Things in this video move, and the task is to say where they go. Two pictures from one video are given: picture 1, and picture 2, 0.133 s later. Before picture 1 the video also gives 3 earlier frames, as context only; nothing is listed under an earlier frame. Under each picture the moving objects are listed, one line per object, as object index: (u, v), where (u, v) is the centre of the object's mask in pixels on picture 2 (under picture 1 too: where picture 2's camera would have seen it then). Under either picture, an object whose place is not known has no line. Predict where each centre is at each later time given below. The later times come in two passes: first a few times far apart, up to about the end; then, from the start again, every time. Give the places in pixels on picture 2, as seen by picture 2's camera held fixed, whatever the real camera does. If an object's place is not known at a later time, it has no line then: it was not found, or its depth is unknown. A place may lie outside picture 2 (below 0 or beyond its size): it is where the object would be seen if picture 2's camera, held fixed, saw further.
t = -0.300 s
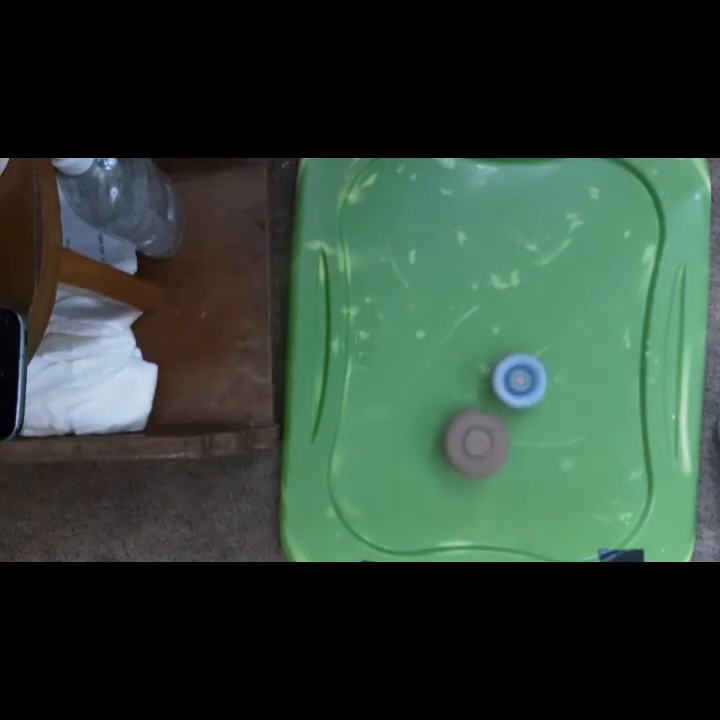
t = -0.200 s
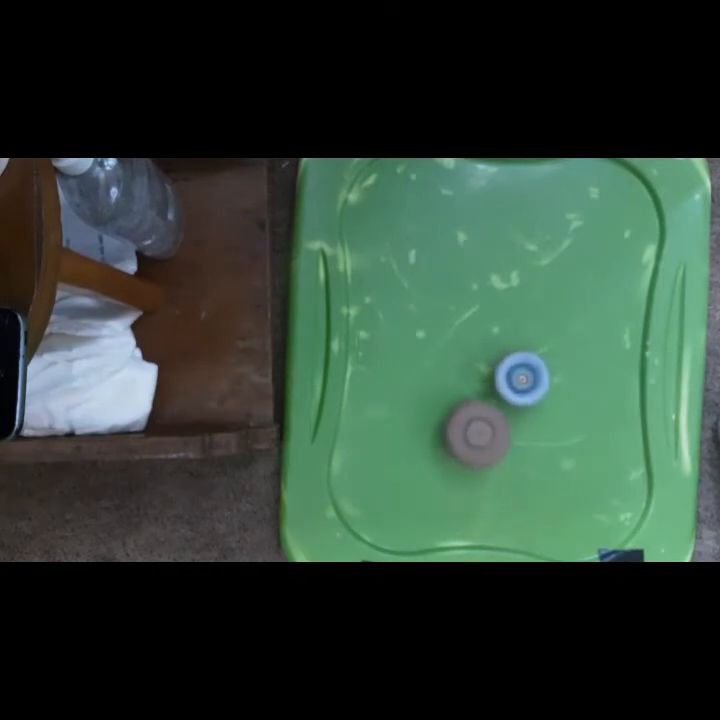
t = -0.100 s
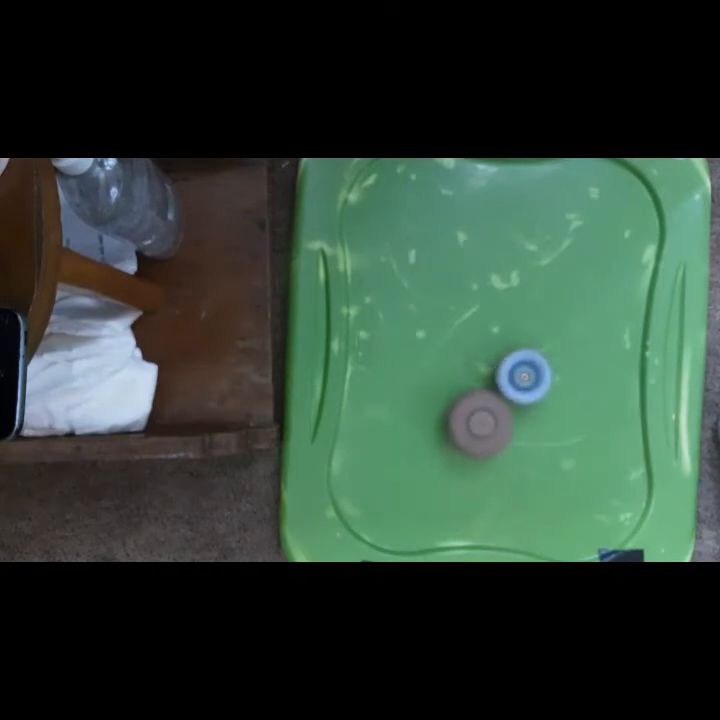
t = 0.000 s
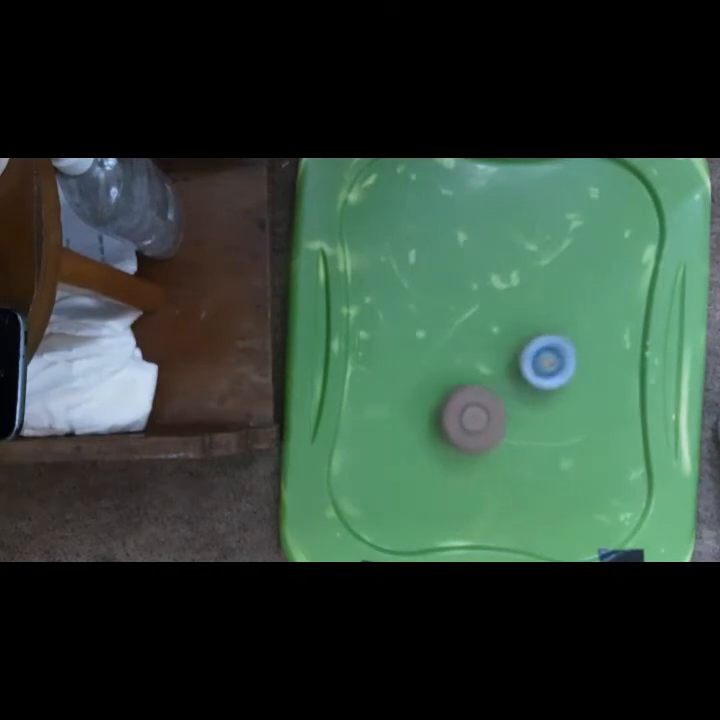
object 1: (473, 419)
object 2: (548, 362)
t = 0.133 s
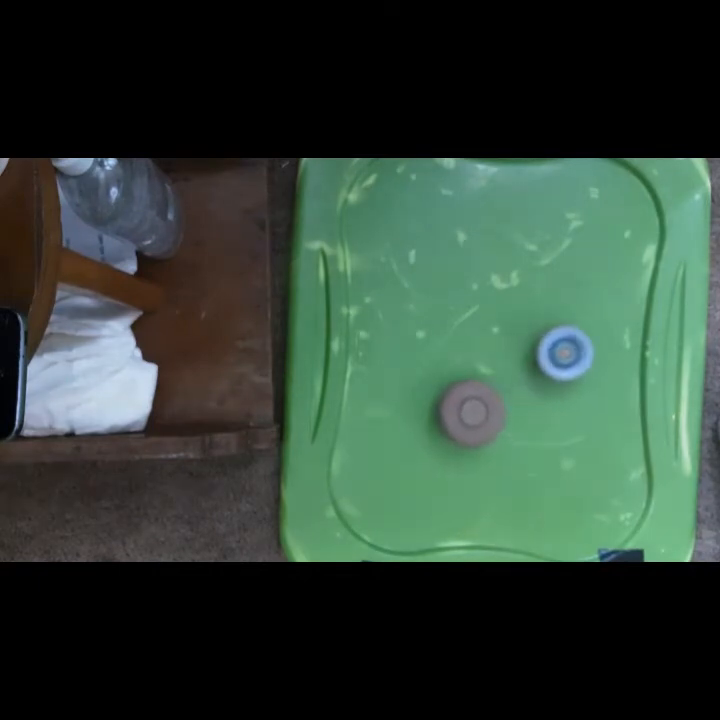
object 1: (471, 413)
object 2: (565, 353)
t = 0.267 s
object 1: (473, 405)
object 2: (575, 346)
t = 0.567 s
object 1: (483, 387)
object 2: (587, 337)
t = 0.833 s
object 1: (496, 371)
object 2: (579, 351)
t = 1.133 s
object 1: (503, 355)
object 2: (597, 377)
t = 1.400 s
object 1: (511, 344)
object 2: (608, 395)
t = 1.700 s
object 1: (524, 340)
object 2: (589, 418)
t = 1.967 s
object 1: (539, 343)
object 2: (549, 423)
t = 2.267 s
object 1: (552, 350)
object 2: (496, 402)
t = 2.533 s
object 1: (558, 363)
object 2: (467, 373)
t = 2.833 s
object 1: (558, 377)
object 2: (460, 347)
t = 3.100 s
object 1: (550, 388)
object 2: (479, 330)
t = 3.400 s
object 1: (536, 399)
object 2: (519, 335)
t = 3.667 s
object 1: (520, 410)
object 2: (562, 341)
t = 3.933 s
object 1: (506, 417)
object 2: (588, 360)
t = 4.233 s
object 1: (494, 415)
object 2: (581, 382)
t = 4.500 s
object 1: (482, 404)
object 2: (559, 404)
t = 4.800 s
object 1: (474, 387)
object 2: (563, 419)
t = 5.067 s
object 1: (478, 371)
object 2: (549, 421)
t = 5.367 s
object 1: (491, 346)
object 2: (541, 410)
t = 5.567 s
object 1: (496, 321)
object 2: (554, 460)
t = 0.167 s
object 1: (471, 410)
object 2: (568, 351)
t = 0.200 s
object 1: (471, 409)
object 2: (571, 350)
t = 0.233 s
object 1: (472, 407)
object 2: (573, 348)
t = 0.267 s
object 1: (473, 405)
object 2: (575, 346)
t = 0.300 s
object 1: (473, 403)
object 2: (577, 345)
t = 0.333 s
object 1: (474, 401)
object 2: (578, 343)
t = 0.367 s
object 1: (475, 399)
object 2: (580, 340)
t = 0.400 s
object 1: (476, 397)
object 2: (581, 339)
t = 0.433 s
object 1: (477, 394)
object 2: (583, 338)
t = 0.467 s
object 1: (478, 393)
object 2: (584, 337)
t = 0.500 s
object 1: (480, 391)
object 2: (586, 337)
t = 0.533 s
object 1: (481, 389)
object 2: (586, 337)
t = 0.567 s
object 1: (483, 387)
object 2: (587, 337)
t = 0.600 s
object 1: (485, 385)
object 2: (587, 338)
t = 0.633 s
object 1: (487, 383)
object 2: (587, 339)
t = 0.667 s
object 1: (488, 382)
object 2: (587, 341)
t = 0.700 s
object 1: (490, 380)
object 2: (586, 343)
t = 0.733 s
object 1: (491, 378)
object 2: (584, 345)
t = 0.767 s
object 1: (493, 377)
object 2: (582, 347)
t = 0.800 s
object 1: (494, 374)
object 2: (581, 349)
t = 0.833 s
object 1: (496, 371)
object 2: (579, 351)
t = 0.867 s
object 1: (497, 370)
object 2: (577, 353)
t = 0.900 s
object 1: (499, 368)
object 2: (574, 355)
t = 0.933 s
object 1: (501, 367)
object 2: (572, 357)
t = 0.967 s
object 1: (503, 365)
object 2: (569, 360)
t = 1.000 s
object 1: (502, 363)
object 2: (575, 366)
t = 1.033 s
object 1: (501, 360)
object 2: (583, 369)
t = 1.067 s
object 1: (501, 358)
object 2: (590, 372)
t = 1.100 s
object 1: (502, 357)
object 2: (594, 375)
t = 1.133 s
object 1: (503, 355)
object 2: (597, 377)
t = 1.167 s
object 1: (504, 353)
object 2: (601, 379)
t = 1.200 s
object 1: (505, 352)
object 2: (603, 381)
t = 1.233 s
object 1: (506, 350)
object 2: (605, 383)
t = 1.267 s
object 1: (506, 349)
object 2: (606, 385)
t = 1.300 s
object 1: (507, 347)
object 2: (607, 387)
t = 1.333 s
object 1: (509, 346)
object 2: (608, 389)
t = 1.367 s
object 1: (510, 344)
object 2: (608, 392)
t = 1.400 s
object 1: (511, 344)
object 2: (608, 395)
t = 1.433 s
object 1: (512, 343)
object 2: (608, 397)
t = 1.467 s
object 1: (513, 343)
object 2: (606, 400)
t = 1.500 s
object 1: (515, 342)
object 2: (605, 403)
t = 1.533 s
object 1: (517, 342)
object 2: (603, 406)
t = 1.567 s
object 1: (518, 341)
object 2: (601, 409)
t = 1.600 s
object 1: (520, 341)
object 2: (598, 412)
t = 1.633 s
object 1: (521, 341)
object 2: (596, 414)
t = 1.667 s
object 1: (522, 340)
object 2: (592, 416)
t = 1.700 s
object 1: (524, 340)
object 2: (589, 418)
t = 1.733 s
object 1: (526, 341)
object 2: (585, 420)
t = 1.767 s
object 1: (528, 341)
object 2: (581, 422)
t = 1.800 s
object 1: (530, 342)
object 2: (577, 423)
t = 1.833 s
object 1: (532, 341)
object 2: (572, 423)
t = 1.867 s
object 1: (534, 342)
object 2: (566, 424)
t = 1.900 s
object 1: (536, 342)
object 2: (560, 424)
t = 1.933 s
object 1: (537, 342)
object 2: (554, 424)
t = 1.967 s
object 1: (539, 343)
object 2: (549, 423)
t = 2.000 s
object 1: (540, 344)
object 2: (543, 422)
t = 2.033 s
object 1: (542, 344)
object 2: (537, 421)
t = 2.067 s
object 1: (544, 345)
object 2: (530, 420)
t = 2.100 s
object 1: (546, 346)
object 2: (525, 418)
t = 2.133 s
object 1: (547, 346)
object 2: (519, 415)
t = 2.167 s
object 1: (548, 347)
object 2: (512, 412)
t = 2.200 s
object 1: (550, 348)
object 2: (506, 409)
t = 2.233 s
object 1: (551, 349)
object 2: (501, 406)
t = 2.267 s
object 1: (552, 350)
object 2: (496, 402)
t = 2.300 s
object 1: (553, 352)
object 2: (491, 399)
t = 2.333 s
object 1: (554, 353)
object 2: (486, 395)
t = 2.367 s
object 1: (555, 355)
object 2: (483, 392)
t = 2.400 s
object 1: (555, 357)
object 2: (479, 388)
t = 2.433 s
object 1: (556, 358)
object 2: (475, 384)
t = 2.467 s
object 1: (556, 360)
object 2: (471, 381)
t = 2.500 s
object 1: (557, 362)
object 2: (469, 378)
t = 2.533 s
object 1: (558, 363)
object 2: (467, 373)
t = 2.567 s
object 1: (558, 365)
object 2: (464, 370)
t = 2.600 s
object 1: (558, 366)
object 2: (462, 368)
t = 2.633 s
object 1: (559, 368)
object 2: (461, 364)
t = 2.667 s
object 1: (558, 369)
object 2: (460, 361)
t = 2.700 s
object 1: (558, 370)
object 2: (459, 358)
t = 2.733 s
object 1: (558, 372)
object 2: (459, 356)
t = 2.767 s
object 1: (558, 374)
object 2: (460, 352)
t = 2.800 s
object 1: (559, 374)
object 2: (459, 350)
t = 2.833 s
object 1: (558, 377)
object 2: (460, 347)
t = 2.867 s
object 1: (558, 378)
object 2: (462, 345)
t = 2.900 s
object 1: (557, 379)
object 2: (463, 342)
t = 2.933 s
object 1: (556, 380)
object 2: (465, 340)
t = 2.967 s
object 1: (555, 382)
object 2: (467, 338)
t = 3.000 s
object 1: (555, 384)
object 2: (469, 335)
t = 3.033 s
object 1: (553, 385)
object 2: (471, 334)
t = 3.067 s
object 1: (552, 386)
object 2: (475, 332)
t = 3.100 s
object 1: (550, 388)
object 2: (479, 330)
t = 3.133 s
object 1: (549, 389)
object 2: (482, 330)
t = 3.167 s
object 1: (547, 390)
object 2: (486, 329)
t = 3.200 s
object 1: (546, 391)
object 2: (491, 328)
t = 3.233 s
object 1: (545, 392)
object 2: (495, 329)
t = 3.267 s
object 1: (543, 394)
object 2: (499, 329)
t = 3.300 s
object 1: (541, 395)
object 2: (505, 329)
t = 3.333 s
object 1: (539, 396)
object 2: (508, 332)
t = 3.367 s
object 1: (537, 398)
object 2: (514, 334)
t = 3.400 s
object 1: (536, 399)
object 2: (519, 335)
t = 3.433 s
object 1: (534, 400)
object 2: (524, 338)
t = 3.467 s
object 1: (533, 401)
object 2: (529, 340)
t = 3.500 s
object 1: (530, 402)
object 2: (534, 340)
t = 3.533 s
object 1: (528, 404)
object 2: (541, 340)
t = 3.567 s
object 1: (525, 406)
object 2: (548, 339)
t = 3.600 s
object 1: (524, 407)
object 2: (552, 339)
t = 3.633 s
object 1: (522, 408)
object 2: (558, 341)
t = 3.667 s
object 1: (520, 410)
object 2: (562, 341)
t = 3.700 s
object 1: (517, 411)
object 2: (567, 343)
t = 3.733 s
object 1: (516, 412)
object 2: (572, 344)
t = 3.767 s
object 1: (514, 413)
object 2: (576, 347)
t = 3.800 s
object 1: (512, 414)
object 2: (581, 349)
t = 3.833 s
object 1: (510, 414)
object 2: (583, 352)
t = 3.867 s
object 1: (508, 415)
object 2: (587, 355)
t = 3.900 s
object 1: (507, 416)
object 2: (587, 356)
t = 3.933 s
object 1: (506, 417)
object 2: (588, 360)
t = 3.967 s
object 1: (504, 417)
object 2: (589, 359)
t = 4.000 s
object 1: (502, 417)
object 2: (589, 364)
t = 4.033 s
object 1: (501, 417)
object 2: (590, 365)
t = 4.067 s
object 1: (500, 417)
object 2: (588, 367)
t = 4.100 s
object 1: (499, 417)
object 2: (589, 370)
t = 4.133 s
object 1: (497, 417)
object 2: (586, 373)
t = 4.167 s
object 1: (495, 416)
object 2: (587, 375)
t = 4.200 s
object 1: (494, 416)
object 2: (583, 377)
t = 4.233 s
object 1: (494, 415)
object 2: (581, 382)
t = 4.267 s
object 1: (493, 415)
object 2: (576, 383)
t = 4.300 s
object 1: (492, 413)
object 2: (573, 387)
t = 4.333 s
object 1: (491, 413)
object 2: (567, 388)
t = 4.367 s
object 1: (491, 412)
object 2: (563, 392)
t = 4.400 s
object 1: (490, 410)
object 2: (558, 392)
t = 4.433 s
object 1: (490, 409)
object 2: (553, 395)
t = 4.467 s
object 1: (486, 406)
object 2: (556, 399)
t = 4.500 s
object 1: (482, 404)
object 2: (559, 404)
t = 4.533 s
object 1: (482, 403)
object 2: (560, 407)
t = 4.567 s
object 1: (480, 401)
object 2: (564, 408)
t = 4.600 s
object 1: (478, 398)
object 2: (564, 412)
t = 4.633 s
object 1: (477, 397)
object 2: (564, 412)
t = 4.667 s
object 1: (477, 395)
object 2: (565, 416)
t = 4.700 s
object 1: (475, 393)
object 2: (564, 416)
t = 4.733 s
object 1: (474, 390)
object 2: (565, 417)
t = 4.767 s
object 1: (474, 389)
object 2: (564, 419)
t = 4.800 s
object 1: (474, 387)
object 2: (563, 419)
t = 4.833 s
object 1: (474, 384)
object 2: (562, 422)
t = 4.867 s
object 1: (473, 382)
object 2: (560, 422)
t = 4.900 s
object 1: (474, 381)
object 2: (559, 423)
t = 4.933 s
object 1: (475, 379)
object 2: (556, 423)
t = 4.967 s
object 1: (475, 377)
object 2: (554, 423)
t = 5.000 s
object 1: (475, 375)
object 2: (553, 423)
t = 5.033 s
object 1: (477, 373)
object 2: (550, 422)
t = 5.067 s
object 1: (478, 371)
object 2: (549, 421)
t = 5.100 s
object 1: (479, 368)
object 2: (546, 420)
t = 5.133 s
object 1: (481, 367)
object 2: (545, 417)
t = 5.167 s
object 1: (482, 365)
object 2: (543, 417)
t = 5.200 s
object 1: (484, 363)
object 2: (542, 413)
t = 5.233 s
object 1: (485, 360)
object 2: (541, 410)
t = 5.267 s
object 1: (487, 359)
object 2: (539, 407)
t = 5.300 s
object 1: (490, 357)
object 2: (539, 404)
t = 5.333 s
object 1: (492, 356)
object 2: (539, 401)
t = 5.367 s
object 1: (491, 346)
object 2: (541, 410)
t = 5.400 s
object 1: (492, 338)
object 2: (542, 427)
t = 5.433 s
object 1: (493, 332)
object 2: (545, 439)
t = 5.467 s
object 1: (494, 328)
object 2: (549, 446)
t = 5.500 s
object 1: (495, 327)
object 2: (551, 452)
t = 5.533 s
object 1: (496, 324)
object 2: (554, 457)
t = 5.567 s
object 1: (496, 321)
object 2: (554, 460)
